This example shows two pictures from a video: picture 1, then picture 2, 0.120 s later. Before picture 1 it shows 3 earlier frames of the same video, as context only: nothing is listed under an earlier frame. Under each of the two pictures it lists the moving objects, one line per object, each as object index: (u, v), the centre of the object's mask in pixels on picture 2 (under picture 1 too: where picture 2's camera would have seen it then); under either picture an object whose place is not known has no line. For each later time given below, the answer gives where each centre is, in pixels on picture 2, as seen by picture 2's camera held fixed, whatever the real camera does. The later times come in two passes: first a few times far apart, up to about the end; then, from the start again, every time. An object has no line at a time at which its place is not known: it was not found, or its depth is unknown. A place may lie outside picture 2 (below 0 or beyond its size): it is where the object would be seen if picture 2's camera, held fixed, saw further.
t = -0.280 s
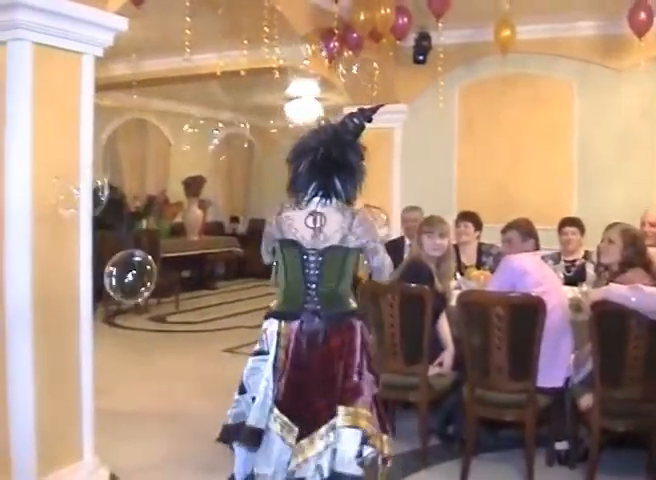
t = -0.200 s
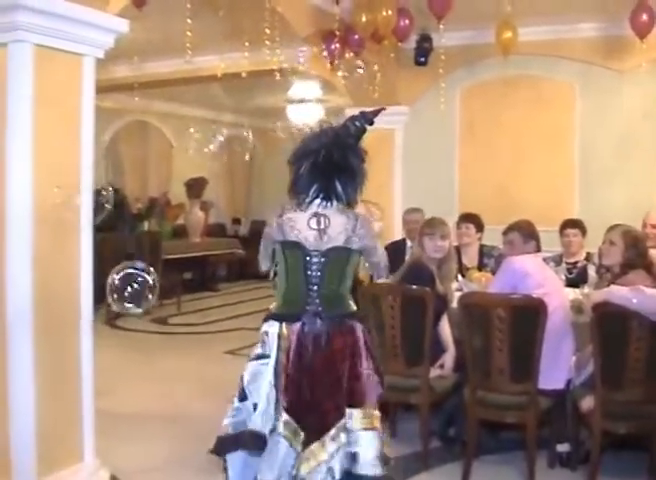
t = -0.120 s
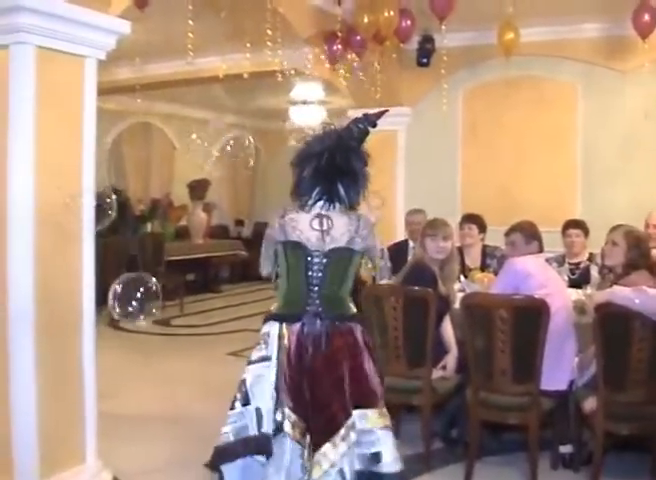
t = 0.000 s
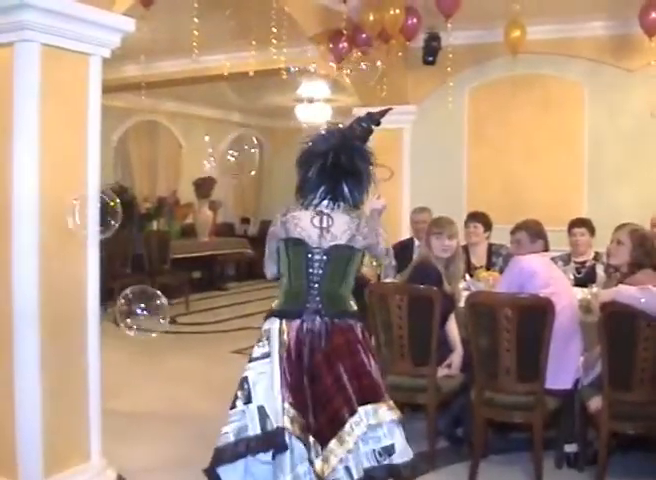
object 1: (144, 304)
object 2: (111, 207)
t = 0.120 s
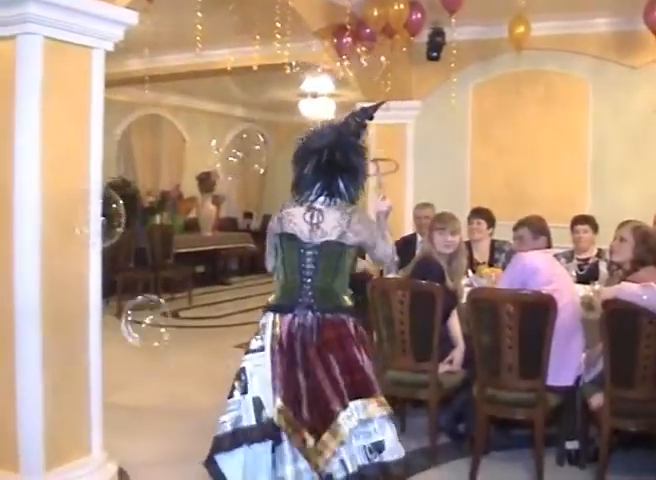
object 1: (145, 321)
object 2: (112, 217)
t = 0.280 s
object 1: (146, 341)
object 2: (115, 230)
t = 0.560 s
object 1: (152, 382)
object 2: (117, 252)
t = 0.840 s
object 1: (166, 417)
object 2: (122, 275)
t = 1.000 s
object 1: (167, 440)
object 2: (124, 288)
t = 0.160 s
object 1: (146, 323)
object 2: (113, 220)
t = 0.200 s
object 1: (144, 331)
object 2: (113, 224)
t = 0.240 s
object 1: (146, 334)
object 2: (115, 227)
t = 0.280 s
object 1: (146, 341)
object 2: (115, 230)
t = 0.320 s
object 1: (149, 345)
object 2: (116, 233)
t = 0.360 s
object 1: (147, 352)
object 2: (117, 236)
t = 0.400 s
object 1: (151, 356)
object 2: (117, 238)
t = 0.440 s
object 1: (153, 360)
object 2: (117, 242)
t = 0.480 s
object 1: (154, 366)
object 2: (117, 244)
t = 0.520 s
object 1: (155, 373)
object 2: (117, 248)
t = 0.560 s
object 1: (152, 382)
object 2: (117, 252)
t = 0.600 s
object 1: (153, 387)
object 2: (118, 256)
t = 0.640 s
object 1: (151, 392)
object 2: (119, 260)
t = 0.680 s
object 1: (151, 396)
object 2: (119, 262)
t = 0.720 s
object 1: (158, 400)
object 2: (120, 265)
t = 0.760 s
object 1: (163, 408)
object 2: (121, 271)
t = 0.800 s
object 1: (166, 414)
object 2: (121, 273)
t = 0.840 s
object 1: (166, 417)
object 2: (122, 275)
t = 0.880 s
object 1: (166, 423)
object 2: (123, 278)
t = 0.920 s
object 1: (166, 429)
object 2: (124, 281)
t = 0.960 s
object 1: (166, 434)
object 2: (123, 284)
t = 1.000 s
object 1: (167, 440)
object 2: (124, 288)
